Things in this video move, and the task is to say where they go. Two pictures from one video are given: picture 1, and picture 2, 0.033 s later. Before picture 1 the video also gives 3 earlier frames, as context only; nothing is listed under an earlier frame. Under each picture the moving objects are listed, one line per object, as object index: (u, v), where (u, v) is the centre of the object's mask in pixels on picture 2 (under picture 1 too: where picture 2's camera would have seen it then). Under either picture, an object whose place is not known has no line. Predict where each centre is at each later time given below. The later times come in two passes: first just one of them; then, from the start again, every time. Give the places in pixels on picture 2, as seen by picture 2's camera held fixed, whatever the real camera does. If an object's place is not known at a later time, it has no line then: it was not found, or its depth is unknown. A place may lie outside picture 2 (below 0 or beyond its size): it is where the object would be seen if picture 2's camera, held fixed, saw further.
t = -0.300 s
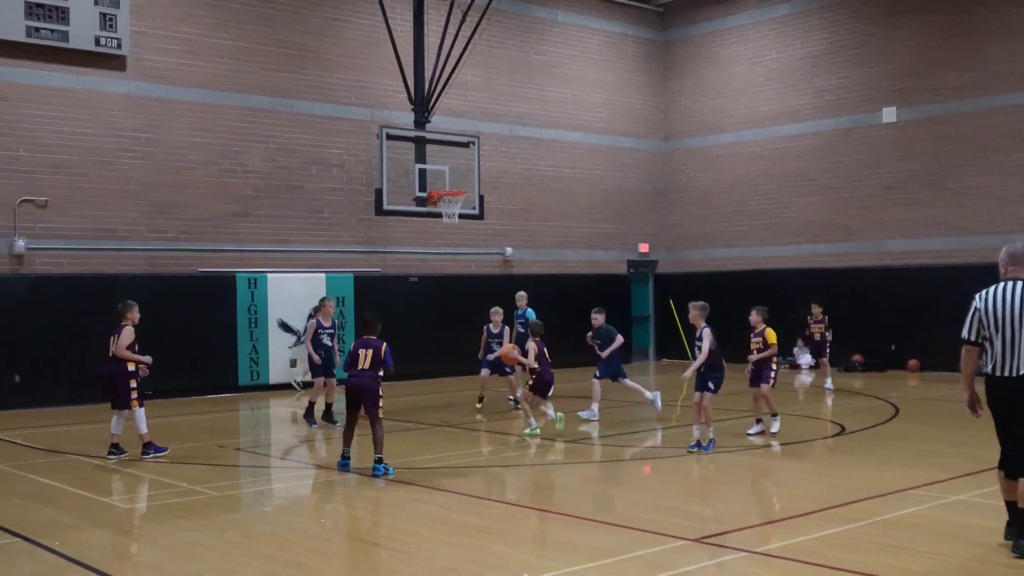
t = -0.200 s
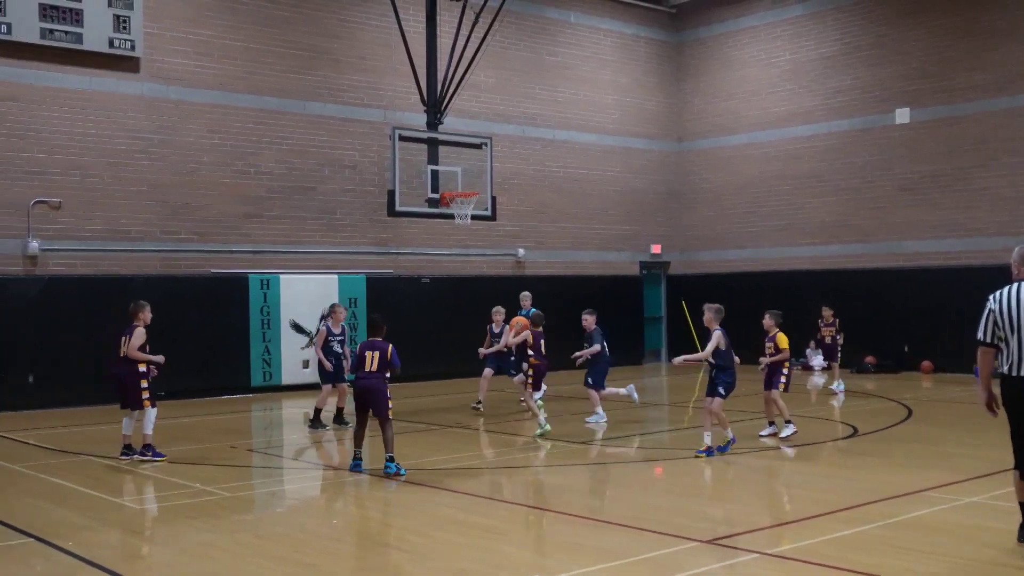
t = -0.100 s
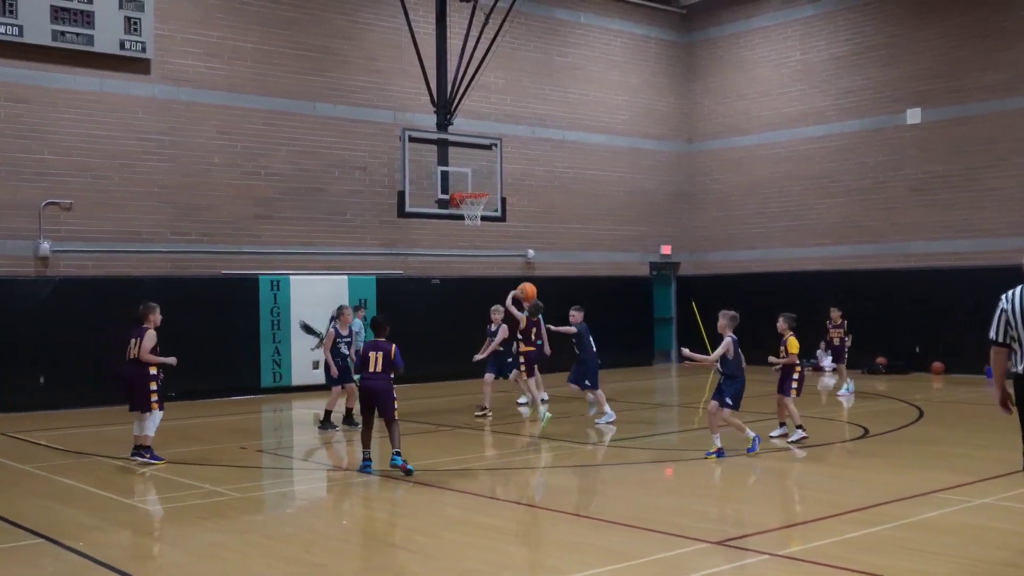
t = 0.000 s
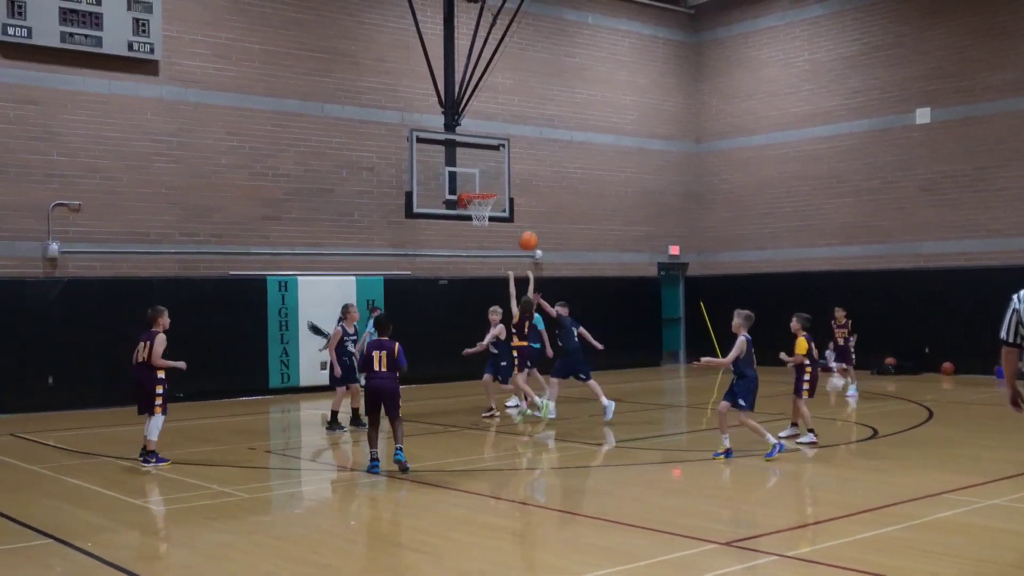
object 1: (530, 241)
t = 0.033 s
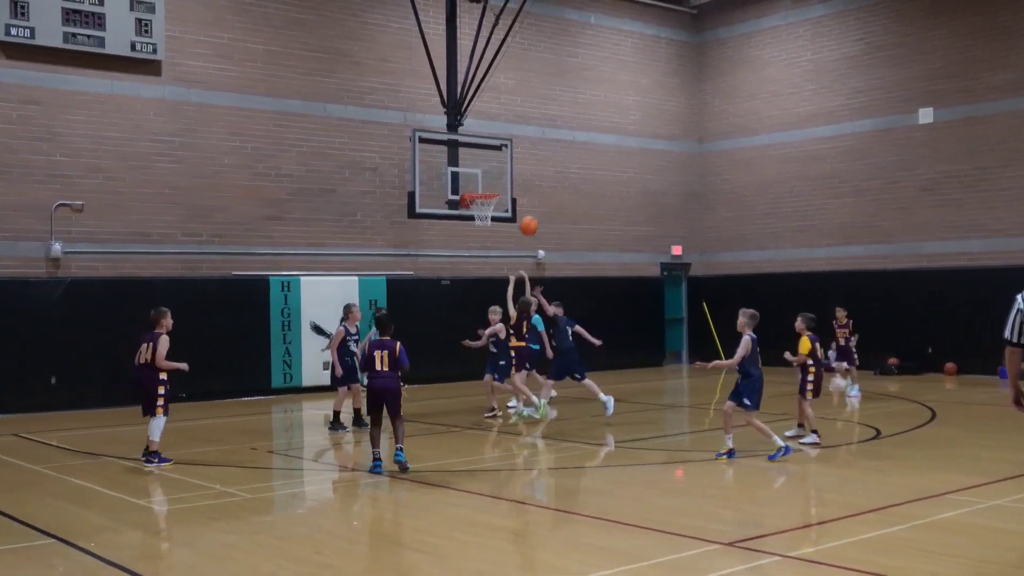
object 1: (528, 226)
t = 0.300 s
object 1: (514, 140)
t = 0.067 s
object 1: (526, 211)
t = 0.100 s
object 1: (524, 197)
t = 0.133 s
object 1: (523, 185)
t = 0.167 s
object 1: (521, 175)
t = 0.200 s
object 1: (519, 164)
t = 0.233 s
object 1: (517, 155)
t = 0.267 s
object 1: (516, 147)
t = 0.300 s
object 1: (514, 140)
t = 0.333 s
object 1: (513, 133)
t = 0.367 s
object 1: (511, 128)
